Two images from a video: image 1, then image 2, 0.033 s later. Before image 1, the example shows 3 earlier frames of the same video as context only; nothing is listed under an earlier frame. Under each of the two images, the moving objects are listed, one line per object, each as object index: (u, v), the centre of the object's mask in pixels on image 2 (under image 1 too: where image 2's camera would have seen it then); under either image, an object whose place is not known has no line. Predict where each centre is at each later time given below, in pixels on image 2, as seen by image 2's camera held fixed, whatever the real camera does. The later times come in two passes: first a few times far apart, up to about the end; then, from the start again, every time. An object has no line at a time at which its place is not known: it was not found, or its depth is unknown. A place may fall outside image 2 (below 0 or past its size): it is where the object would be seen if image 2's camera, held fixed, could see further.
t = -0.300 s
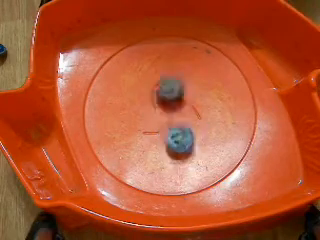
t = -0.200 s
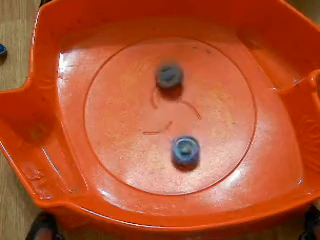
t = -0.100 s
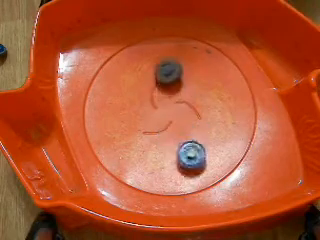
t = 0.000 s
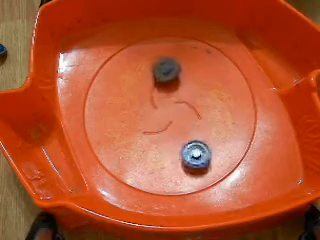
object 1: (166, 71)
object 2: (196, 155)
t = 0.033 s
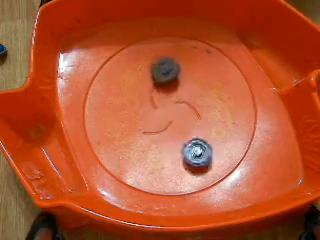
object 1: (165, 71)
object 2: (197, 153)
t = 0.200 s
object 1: (163, 77)
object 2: (194, 139)
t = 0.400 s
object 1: (168, 94)
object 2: (185, 123)
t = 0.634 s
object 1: (173, 92)
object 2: (194, 126)
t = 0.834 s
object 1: (175, 85)
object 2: (189, 120)
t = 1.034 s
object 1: (171, 81)
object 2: (184, 126)
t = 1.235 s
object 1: (168, 87)
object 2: (182, 130)
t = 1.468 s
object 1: (177, 99)
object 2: (176, 125)
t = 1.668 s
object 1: (198, 81)
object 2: (163, 130)
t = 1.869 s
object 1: (202, 73)
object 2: (158, 128)
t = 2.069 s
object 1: (190, 81)
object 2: (154, 119)
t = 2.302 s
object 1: (178, 106)
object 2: (139, 112)
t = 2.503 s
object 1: (188, 109)
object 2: (136, 110)
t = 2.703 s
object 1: (191, 107)
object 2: (146, 107)
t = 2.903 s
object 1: (187, 107)
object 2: (154, 103)
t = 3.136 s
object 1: (189, 111)
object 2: (161, 102)
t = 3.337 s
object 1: (195, 113)
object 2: (158, 96)
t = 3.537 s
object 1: (193, 112)
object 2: (156, 95)
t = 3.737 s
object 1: (188, 118)
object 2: (162, 99)
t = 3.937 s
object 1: (188, 124)
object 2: (170, 101)
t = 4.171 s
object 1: (191, 124)
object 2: (170, 93)
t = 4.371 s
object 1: (183, 121)
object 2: (167, 94)
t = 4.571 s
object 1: (171, 129)
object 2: (167, 97)
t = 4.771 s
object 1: (172, 135)
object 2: (167, 100)
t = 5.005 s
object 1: (174, 130)
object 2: (173, 100)
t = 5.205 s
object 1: (166, 126)
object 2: (174, 97)
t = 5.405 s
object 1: (164, 128)
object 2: (174, 97)
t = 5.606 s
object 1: (163, 128)
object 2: (176, 101)
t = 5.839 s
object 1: (158, 124)
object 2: (179, 104)
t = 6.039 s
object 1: (156, 124)
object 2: (179, 105)
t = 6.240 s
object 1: (157, 123)
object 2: (180, 103)
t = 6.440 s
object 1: (156, 121)
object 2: (180, 101)
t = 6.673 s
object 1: (155, 120)
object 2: (180, 98)
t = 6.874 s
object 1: (155, 118)
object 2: (179, 99)
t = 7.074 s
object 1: (154, 116)
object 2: (180, 100)
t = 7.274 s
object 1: (153, 115)
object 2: (181, 100)
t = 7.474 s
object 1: (152, 112)
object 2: (178, 98)
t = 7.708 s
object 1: (152, 112)
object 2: (178, 98)
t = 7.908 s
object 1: (151, 115)
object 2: (183, 96)
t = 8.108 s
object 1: (154, 111)
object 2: (188, 99)
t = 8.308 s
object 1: (153, 108)
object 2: (182, 101)
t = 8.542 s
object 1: (150, 114)
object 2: (180, 100)
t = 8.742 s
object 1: (157, 118)
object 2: (180, 101)
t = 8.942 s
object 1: (161, 116)
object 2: (185, 96)
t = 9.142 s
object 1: (160, 118)
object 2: (184, 96)
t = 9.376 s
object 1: (158, 116)
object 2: (181, 96)
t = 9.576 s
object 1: (151, 128)
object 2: (179, 94)
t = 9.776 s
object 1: (161, 127)
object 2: (177, 94)
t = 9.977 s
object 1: (163, 119)
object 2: (178, 92)
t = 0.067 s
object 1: (164, 71)
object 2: (198, 151)
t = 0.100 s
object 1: (164, 72)
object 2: (198, 148)
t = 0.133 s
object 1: (164, 73)
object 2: (198, 145)
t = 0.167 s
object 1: (163, 75)
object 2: (196, 142)
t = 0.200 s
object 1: (163, 77)
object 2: (194, 139)
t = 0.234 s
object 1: (163, 81)
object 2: (193, 136)
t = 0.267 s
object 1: (163, 83)
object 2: (191, 133)
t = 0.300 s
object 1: (164, 86)
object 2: (189, 130)
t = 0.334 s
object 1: (165, 89)
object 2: (187, 127)
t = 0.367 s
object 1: (166, 92)
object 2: (186, 124)
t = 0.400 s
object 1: (168, 94)
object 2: (185, 123)
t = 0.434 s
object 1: (169, 94)
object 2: (185, 124)
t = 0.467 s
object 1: (168, 93)
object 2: (187, 128)
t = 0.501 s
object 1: (169, 92)
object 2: (189, 131)
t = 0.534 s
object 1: (169, 92)
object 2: (191, 131)
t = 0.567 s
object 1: (170, 92)
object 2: (192, 130)
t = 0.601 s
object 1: (172, 93)
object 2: (193, 128)
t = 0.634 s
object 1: (173, 92)
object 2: (194, 126)
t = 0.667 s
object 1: (174, 92)
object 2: (193, 123)
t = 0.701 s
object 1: (175, 91)
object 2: (193, 121)
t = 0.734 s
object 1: (176, 91)
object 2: (191, 118)
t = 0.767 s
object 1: (176, 90)
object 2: (190, 116)
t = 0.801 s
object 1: (177, 87)
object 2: (189, 118)
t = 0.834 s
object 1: (175, 85)
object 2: (189, 120)
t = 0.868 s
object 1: (174, 83)
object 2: (188, 121)
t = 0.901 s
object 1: (174, 82)
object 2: (187, 122)
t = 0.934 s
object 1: (174, 81)
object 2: (186, 123)
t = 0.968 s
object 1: (173, 81)
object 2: (185, 125)
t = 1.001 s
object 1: (172, 81)
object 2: (184, 126)
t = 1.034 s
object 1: (171, 81)
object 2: (184, 126)
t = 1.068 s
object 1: (170, 81)
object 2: (184, 128)
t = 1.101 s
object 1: (170, 82)
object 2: (183, 130)
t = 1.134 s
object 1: (169, 83)
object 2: (183, 130)
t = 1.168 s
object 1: (168, 84)
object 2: (182, 130)
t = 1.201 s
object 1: (168, 86)
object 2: (182, 130)
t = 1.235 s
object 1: (168, 87)
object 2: (182, 130)
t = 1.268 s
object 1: (168, 89)
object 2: (181, 130)
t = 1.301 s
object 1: (168, 90)
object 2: (181, 130)
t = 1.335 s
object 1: (170, 92)
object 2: (180, 129)
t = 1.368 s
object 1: (171, 94)
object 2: (179, 128)
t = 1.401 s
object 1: (173, 96)
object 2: (178, 127)
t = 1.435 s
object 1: (175, 97)
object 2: (177, 126)
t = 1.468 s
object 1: (177, 99)
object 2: (176, 125)
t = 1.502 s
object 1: (179, 99)
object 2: (174, 125)
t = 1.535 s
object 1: (183, 96)
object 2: (172, 126)
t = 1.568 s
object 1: (188, 92)
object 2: (169, 129)
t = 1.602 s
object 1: (192, 88)
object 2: (166, 130)
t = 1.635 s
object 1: (195, 84)
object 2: (165, 131)
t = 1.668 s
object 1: (198, 81)
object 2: (163, 130)
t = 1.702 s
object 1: (201, 79)
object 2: (162, 131)
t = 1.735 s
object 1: (202, 77)
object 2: (160, 131)
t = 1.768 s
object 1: (203, 76)
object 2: (159, 131)
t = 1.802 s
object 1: (204, 74)
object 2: (158, 130)
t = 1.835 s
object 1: (203, 73)
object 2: (158, 130)
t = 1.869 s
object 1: (202, 73)
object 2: (158, 128)
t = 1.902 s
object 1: (201, 73)
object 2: (158, 127)
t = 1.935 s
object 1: (200, 74)
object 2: (158, 126)
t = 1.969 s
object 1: (198, 75)
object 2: (157, 124)
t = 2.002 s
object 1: (196, 77)
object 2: (156, 123)
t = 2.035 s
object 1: (194, 79)
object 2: (155, 121)
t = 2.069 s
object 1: (190, 81)
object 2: (154, 119)
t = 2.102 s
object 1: (187, 85)
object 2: (153, 117)
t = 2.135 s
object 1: (183, 89)
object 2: (152, 115)
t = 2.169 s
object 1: (180, 94)
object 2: (151, 113)
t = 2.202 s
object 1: (176, 98)
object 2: (149, 111)
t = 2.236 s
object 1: (177, 101)
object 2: (145, 112)
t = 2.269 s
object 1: (177, 103)
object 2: (141, 112)
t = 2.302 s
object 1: (178, 106)
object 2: (139, 112)
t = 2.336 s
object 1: (180, 107)
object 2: (138, 111)
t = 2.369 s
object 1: (181, 108)
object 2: (137, 111)
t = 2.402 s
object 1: (183, 108)
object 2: (136, 111)
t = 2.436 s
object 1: (184, 109)
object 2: (136, 110)
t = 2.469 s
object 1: (186, 110)
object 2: (135, 110)
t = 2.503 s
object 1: (188, 109)
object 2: (136, 110)
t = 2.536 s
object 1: (189, 109)
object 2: (137, 110)
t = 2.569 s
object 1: (190, 108)
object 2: (138, 110)
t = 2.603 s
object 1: (190, 109)
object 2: (140, 109)
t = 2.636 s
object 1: (191, 108)
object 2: (142, 109)
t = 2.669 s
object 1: (191, 108)
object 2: (144, 108)
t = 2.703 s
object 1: (191, 107)
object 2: (146, 107)
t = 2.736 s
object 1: (190, 106)
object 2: (148, 107)
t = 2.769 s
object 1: (189, 106)
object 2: (150, 106)
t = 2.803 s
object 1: (188, 105)
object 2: (153, 106)
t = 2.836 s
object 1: (187, 105)
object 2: (155, 105)
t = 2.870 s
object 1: (187, 106)
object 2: (155, 104)
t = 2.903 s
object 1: (187, 107)
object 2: (154, 103)
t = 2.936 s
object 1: (188, 108)
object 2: (153, 102)
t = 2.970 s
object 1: (188, 108)
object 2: (153, 103)
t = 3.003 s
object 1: (188, 109)
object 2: (156, 103)
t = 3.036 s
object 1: (188, 109)
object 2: (157, 103)
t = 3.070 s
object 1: (188, 111)
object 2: (157, 103)
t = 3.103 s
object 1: (189, 111)
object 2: (159, 102)
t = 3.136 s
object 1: (189, 111)
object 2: (161, 102)
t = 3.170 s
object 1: (191, 112)
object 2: (162, 101)
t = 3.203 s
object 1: (192, 113)
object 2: (161, 99)
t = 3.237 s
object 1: (194, 113)
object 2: (160, 98)
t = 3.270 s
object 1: (194, 114)
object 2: (159, 98)
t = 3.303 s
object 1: (195, 113)
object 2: (158, 97)
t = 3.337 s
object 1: (195, 113)
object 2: (158, 96)
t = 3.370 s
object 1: (196, 114)
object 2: (157, 96)
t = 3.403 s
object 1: (196, 113)
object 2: (157, 95)
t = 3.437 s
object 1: (196, 112)
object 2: (156, 95)
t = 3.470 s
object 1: (195, 112)
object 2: (156, 95)
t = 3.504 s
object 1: (194, 112)
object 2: (156, 95)
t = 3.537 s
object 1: (193, 112)
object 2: (156, 95)
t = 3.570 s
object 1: (192, 112)
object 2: (157, 95)
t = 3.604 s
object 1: (191, 113)
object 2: (157, 96)
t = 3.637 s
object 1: (190, 113)
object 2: (158, 96)
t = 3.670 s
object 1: (189, 115)
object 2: (159, 98)
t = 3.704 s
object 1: (188, 117)
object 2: (160, 98)
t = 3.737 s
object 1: (188, 118)
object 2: (162, 99)
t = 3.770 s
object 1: (187, 119)
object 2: (163, 99)
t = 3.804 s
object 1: (186, 120)
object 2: (163, 100)
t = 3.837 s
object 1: (186, 122)
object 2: (166, 100)
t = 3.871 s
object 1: (187, 122)
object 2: (167, 101)
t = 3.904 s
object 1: (187, 123)
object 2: (169, 101)
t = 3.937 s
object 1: (188, 124)
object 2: (170, 101)
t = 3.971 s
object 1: (189, 125)
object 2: (170, 101)
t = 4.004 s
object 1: (190, 126)
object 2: (171, 99)
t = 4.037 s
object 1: (190, 126)
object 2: (170, 98)
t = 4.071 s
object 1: (191, 125)
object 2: (170, 95)
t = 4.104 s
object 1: (191, 125)
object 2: (170, 95)
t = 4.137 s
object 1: (192, 125)
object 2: (170, 94)
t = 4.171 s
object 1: (191, 124)
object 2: (170, 93)
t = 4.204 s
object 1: (191, 123)
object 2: (169, 93)
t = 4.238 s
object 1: (190, 123)
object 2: (168, 93)
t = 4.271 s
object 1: (189, 122)
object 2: (168, 93)
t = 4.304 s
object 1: (187, 122)
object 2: (168, 93)
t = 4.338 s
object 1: (185, 121)
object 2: (168, 93)
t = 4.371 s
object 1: (183, 121)
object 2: (167, 94)
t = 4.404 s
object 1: (181, 122)
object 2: (167, 95)
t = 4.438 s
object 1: (178, 123)
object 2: (167, 96)
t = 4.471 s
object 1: (176, 124)
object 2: (167, 97)
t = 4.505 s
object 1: (174, 125)
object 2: (167, 97)
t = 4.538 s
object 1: (172, 128)
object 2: (167, 97)
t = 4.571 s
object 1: (171, 129)
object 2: (167, 97)
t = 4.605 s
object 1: (171, 132)
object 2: (167, 97)
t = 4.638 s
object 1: (171, 133)
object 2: (167, 98)
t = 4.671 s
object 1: (171, 134)
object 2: (167, 98)
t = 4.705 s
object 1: (171, 135)
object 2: (167, 99)
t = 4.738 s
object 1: (172, 135)
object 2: (167, 99)
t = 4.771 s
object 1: (172, 135)
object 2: (167, 100)
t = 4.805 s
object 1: (173, 135)
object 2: (167, 100)
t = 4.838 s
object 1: (174, 135)
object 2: (168, 101)
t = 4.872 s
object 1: (174, 135)
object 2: (169, 101)
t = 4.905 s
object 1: (175, 133)
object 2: (170, 102)
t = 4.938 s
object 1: (175, 132)
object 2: (171, 102)
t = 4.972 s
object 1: (175, 131)
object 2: (172, 102)
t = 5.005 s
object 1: (174, 130)
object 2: (173, 100)
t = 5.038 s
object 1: (174, 129)
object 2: (173, 99)
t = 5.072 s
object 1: (173, 128)
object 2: (174, 99)
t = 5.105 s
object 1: (171, 127)
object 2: (174, 98)
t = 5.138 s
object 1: (170, 127)
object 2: (174, 98)
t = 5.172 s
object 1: (168, 126)
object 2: (174, 97)
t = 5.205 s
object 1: (166, 126)
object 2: (174, 97)
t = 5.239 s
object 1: (166, 126)
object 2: (174, 97)
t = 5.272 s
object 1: (165, 127)
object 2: (174, 97)
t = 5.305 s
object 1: (165, 127)
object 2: (174, 97)
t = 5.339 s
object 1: (165, 127)
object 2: (174, 96)
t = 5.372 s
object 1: (164, 128)
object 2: (174, 97)
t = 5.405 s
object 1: (164, 128)
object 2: (174, 97)
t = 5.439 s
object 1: (163, 129)
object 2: (174, 98)
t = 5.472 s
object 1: (164, 129)
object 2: (174, 98)
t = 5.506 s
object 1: (163, 129)
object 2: (174, 99)
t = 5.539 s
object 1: (164, 129)
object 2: (175, 100)
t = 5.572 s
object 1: (163, 128)
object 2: (175, 101)
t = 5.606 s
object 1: (163, 128)
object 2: (176, 101)
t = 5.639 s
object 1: (162, 127)
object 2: (176, 102)
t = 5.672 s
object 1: (162, 126)
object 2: (177, 102)
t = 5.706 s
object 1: (161, 125)
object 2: (178, 102)
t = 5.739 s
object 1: (161, 124)
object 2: (179, 102)
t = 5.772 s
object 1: (160, 124)
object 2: (179, 103)
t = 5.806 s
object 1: (159, 124)
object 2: (179, 104)
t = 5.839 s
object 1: (158, 124)
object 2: (179, 104)
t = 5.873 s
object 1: (158, 124)
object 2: (179, 104)
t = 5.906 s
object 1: (157, 125)
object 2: (179, 104)
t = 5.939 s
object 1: (157, 124)
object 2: (179, 104)
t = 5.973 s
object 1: (157, 124)
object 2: (179, 104)
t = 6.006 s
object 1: (157, 124)
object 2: (179, 105)
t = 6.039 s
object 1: (156, 124)
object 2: (179, 105)
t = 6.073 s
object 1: (156, 125)
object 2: (180, 104)
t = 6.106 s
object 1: (155, 125)
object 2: (180, 104)
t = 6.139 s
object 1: (156, 125)
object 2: (180, 104)
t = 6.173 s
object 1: (157, 125)
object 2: (180, 103)
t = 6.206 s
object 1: (157, 123)
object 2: (180, 103)
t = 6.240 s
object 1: (157, 123)
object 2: (180, 103)
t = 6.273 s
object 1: (158, 122)
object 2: (181, 103)
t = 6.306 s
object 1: (158, 122)
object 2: (180, 102)
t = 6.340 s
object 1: (157, 121)
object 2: (180, 102)
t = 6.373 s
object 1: (157, 121)
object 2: (181, 101)
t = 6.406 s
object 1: (156, 122)
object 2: (180, 101)
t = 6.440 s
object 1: (156, 121)
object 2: (180, 101)
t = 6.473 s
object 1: (156, 120)
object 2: (180, 100)
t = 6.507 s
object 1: (155, 120)
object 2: (180, 100)
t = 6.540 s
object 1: (155, 120)
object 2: (180, 100)
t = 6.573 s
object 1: (155, 120)
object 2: (180, 100)
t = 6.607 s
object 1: (155, 120)
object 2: (180, 100)
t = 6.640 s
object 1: (155, 120)
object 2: (180, 99)
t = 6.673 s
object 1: (155, 120)
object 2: (180, 98)
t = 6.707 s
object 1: (156, 120)
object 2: (181, 98)
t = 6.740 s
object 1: (156, 119)
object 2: (180, 99)
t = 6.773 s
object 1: (156, 119)
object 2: (180, 99)
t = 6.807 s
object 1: (157, 118)
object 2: (179, 99)
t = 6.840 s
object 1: (156, 118)
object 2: (179, 98)
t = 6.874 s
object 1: (155, 118)
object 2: (179, 99)
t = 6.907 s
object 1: (155, 117)
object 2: (178, 99)
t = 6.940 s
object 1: (155, 117)
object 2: (178, 99)
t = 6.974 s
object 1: (154, 116)
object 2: (179, 99)
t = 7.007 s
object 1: (154, 116)
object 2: (180, 98)
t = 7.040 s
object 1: (154, 115)
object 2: (180, 99)
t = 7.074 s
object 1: (154, 116)
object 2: (180, 100)
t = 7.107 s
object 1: (153, 116)
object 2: (179, 100)
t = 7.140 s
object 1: (153, 115)
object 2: (180, 99)
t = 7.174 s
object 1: (153, 115)
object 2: (181, 99)
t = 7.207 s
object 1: (153, 116)
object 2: (182, 99)
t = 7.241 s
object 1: (153, 115)
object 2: (181, 99)
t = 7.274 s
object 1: (153, 115)
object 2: (181, 100)
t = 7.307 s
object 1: (153, 115)
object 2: (179, 100)
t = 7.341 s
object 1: (153, 114)
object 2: (178, 98)
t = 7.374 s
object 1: (153, 113)
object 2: (178, 98)
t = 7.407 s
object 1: (153, 113)
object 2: (178, 99)
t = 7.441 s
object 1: (152, 112)
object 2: (178, 98)
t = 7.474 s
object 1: (152, 112)
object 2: (178, 98)
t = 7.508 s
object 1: (152, 112)
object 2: (178, 98)
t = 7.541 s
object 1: (152, 111)
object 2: (178, 99)
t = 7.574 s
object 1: (152, 111)
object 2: (178, 99)
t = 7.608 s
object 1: (152, 111)
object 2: (178, 98)
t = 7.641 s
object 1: (152, 112)
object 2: (179, 99)
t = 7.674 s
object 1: (151, 112)
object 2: (178, 99)
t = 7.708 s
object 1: (152, 112)
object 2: (178, 98)
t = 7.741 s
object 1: (152, 112)
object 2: (179, 98)
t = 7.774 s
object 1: (151, 113)
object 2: (181, 96)
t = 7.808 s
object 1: (150, 114)
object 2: (182, 96)
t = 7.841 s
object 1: (150, 114)
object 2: (183, 96)
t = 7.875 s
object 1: (150, 114)
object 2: (183, 96)
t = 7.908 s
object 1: (151, 115)
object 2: (183, 96)
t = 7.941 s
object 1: (151, 114)
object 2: (185, 96)
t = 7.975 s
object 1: (152, 114)
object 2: (187, 97)
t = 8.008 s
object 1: (152, 113)
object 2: (187, 98)
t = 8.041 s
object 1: (153, 112)
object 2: (187, 97)
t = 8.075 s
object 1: (153, 111)
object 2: (187, 98)
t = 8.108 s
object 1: (154, 111)
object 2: (188, 99)
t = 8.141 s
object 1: (154, 111)
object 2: (186, 100)
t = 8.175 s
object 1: (154, 110)
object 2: (185, 101)
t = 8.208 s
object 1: (154, 110)
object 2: (185, 100)
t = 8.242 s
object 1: (154, 109)
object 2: (184, 101)
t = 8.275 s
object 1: (153, 109)
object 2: (183, 101)
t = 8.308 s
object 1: (153, 108)
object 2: (182, 101)
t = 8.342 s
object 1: (152, 108)
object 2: (181, 101)
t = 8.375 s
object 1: (152, 109)
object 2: (181, 102)
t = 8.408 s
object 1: (152, 109)
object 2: (180, 102)
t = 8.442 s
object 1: (151, 110)
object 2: (180, 101)
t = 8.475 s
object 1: (151, 111)
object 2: (179, 101)
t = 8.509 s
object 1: (151, 112)
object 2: (179, 101)
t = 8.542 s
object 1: (150, 114)
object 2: (180, 100)
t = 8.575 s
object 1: (149, 115)
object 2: (181, 99)
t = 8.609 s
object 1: (150, 117)
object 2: (182, 99)
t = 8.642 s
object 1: (151, 117)
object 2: (182, 100)
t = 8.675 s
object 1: (152, 118)
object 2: (181, 100)
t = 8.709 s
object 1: (155, 118)
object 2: (181, 101)
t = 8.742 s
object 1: (157, 118)
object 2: (180, 101)
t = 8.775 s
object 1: (158, 118)
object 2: (180, 100)
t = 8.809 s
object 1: (159, 118)
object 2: (181, 99)
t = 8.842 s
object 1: (160, 117)
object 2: (182, 98)
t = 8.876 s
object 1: (161, 117)
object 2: (183, 98)
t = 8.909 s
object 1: (161, 116)
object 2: (183, 97)
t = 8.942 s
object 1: (161, 116)
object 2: (185, 96)
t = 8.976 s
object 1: (160, 116)
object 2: (185, 97)
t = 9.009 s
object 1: (160, 117)
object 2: (185, 98)
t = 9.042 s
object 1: (160, 116)
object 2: (184, 98)
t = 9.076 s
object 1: (161, 116)
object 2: (184, 96)
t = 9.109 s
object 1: (160, 118)
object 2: (184, 96)
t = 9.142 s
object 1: (160, 118)
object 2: (184, 96)
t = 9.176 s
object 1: (160, 117)
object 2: (184, 96)
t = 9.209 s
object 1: (160, 116)
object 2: (183, 96)
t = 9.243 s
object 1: (160, 116)
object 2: (182, 96)
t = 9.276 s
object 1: (160, 115)
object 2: (182, 96)
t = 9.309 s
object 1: (160, 115)
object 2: (183, 96)
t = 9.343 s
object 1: (159, 114)
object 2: (181, 96)
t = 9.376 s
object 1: (158, 116)
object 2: (181, 96)
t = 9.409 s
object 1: (156, 117)
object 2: (181, 95)
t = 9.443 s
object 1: (154, 121)
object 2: (181, 95)
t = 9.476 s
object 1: (152, 124)
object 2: (181, 96)
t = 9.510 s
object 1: (151, 125)
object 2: (180, 95)
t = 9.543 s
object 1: (150, 126)
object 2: (179, 94)
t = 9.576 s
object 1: (151, 128)
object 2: (179, 94)
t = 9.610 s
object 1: (152, 129)
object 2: (179, 94)
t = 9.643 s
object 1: (154, 131)
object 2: (178, 95)
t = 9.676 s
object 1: (156, 131)
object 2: (178, 94)
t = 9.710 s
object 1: (158, 130)
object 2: (177, 94)
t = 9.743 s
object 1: (160, 129)
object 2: (177, 93)
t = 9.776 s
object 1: (161, 127)
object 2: (177, 94)
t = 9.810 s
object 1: (163, 125)
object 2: (176, 95)
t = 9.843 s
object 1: (164, 123)
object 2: (175, 95)
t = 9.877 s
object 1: (166, 121)
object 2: (175, 93)
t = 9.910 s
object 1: (165, 119)
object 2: (177, 92)
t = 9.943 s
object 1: (165, 118)
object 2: (178, 90)
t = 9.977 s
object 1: (163, 119)
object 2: (178, 92)
